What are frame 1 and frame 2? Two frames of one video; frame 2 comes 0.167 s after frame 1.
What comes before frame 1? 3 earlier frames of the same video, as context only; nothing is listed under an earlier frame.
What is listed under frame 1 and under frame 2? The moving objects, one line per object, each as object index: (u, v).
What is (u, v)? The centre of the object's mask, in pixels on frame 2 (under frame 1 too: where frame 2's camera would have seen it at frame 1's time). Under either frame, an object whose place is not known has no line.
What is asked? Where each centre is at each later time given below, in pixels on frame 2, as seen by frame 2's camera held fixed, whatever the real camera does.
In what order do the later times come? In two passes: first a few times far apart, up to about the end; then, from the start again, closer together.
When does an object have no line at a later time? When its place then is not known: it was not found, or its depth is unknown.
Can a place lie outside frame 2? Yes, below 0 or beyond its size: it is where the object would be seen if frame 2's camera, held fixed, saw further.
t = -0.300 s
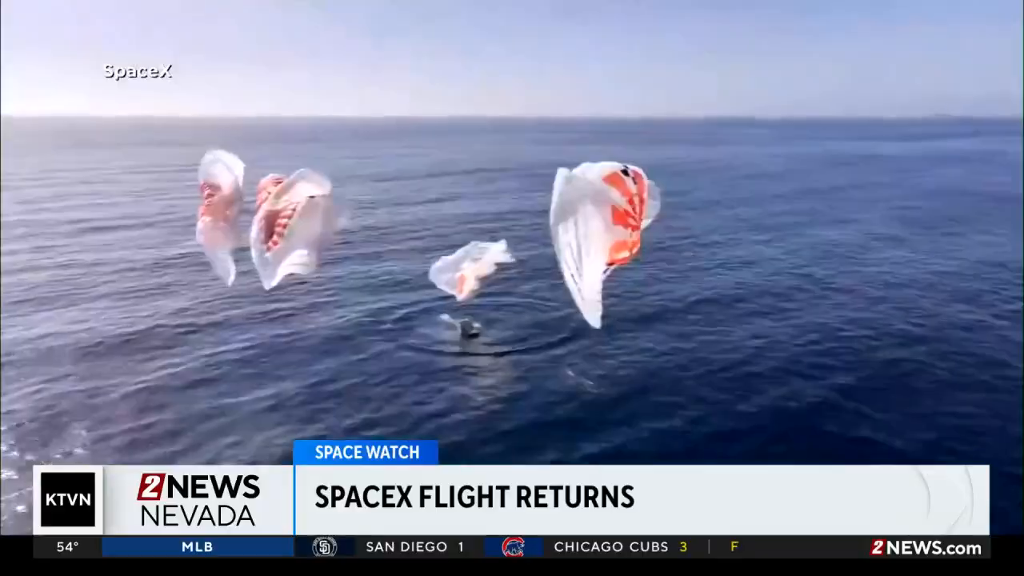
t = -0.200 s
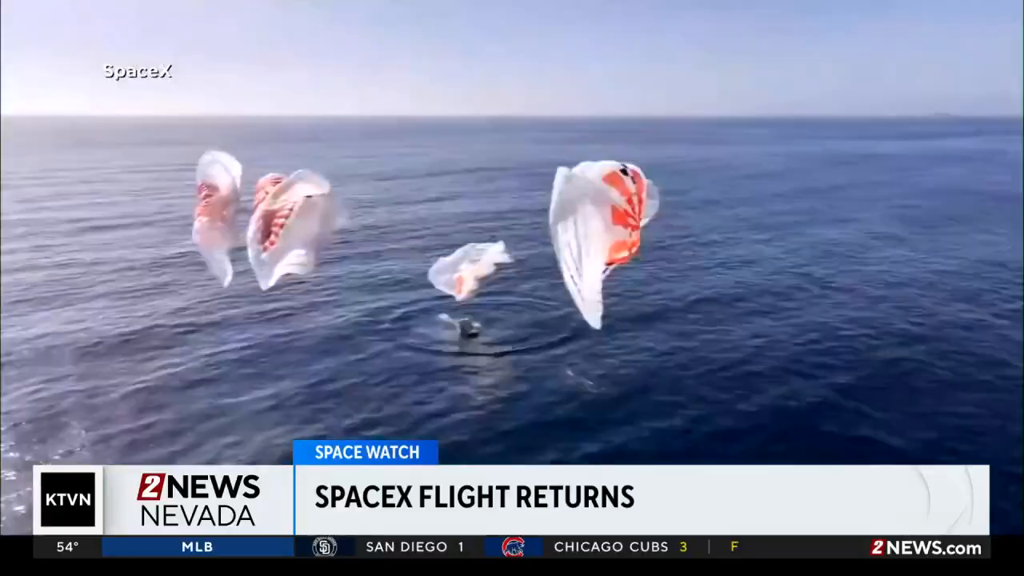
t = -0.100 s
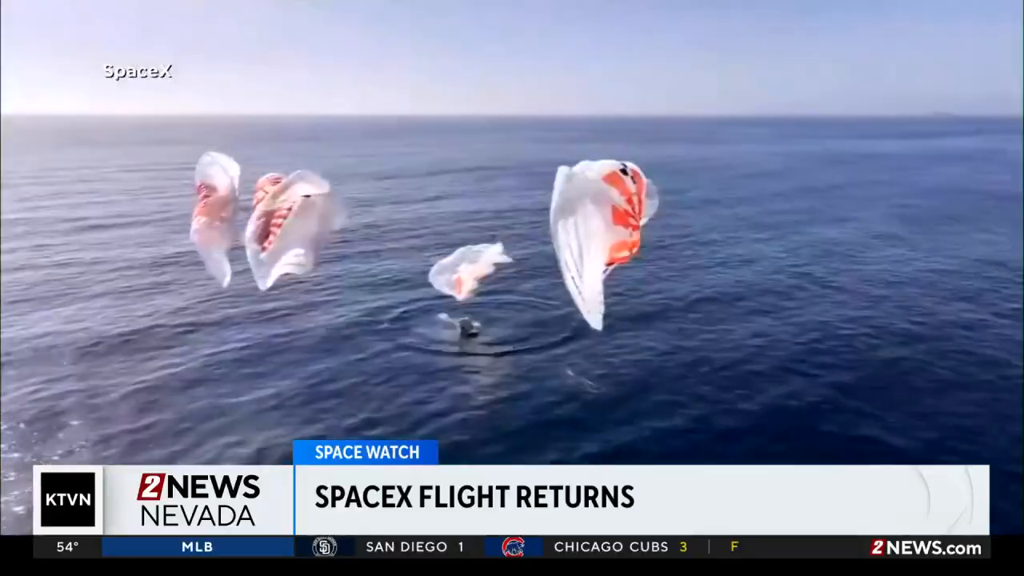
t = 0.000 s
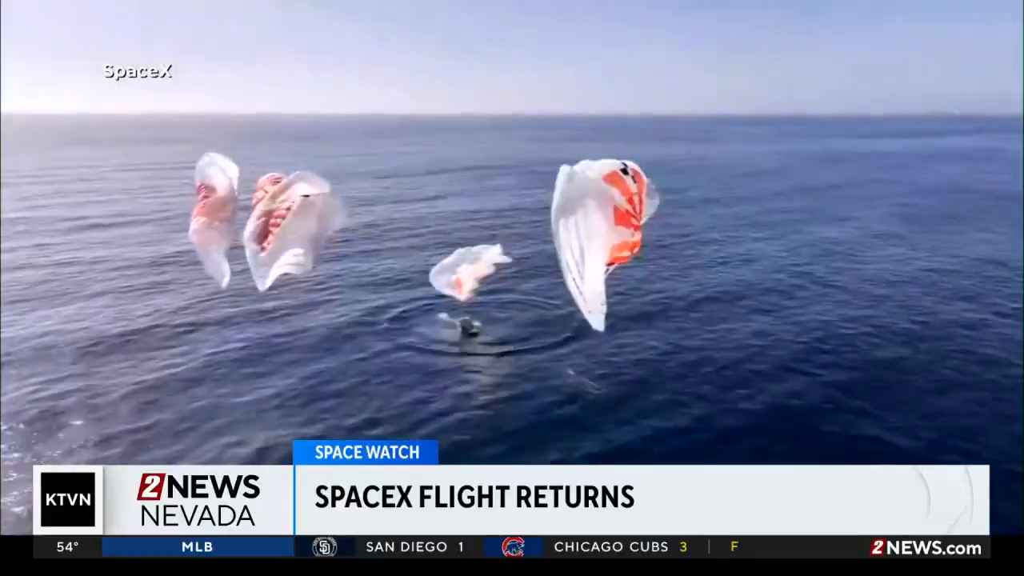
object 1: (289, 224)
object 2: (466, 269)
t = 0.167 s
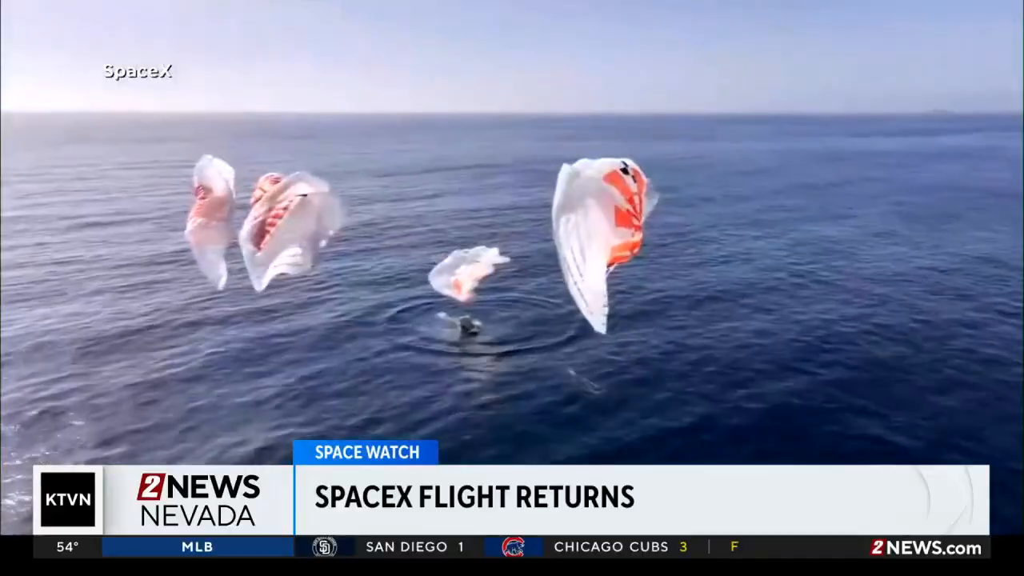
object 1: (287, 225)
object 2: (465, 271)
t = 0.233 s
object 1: (285, 226)
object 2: (463, 272)
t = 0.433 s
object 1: (284, 227)
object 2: (462, 275)
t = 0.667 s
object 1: (283, 228)
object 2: (463, 280)
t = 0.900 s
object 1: (282, 229)
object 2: (464, 284)
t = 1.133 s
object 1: (281, 230)
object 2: (466, 288)
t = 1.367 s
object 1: (280, 232)
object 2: (469, 292)
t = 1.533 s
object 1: (279, 232)
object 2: (470, 294)
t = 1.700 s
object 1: (278, 233)
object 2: (471, 296)
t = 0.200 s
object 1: (287, 226)
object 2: (464, 272)
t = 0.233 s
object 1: (285, 226)
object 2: (463, 272)
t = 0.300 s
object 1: (285, 227)
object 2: (462, 273)
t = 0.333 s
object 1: (284, 227)
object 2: (462, 274)
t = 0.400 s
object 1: (284, 227)
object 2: (462, 274)
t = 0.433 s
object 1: (284, 227)
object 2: (462, 275)
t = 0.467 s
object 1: (284, 227)
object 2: (462, 276)
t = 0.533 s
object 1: (284, 228)
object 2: (462, 277)
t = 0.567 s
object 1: (284, 228)
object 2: (462, 278)
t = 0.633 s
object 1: (283, 228)
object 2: (463, 279)
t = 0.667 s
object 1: (283, 228)
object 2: (463, 280)
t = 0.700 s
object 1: (283, 229)
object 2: (463, 281)
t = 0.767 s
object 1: (283, 229)
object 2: (464, 282)
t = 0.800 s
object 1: (283, 229)
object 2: (464, 282)
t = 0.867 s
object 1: (282, 229)
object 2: (464, 283)
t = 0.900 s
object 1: (282, 229)
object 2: (464, 284)
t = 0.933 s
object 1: (282, 230)
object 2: (465, 284)
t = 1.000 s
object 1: (282, 230)
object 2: (465, 286)
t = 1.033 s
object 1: (282, 230)
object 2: (465, 286)
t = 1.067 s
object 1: (281, 230)
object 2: (466, 287)
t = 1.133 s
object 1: (281, 230)
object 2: (466, 288)
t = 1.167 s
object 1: (281, 230)
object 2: (467, 289)
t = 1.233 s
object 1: (281, 231)
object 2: (467, 290)
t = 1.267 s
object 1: (280, 231)
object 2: (468, 291)
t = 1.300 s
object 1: (280, 231)
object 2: (468, 291)
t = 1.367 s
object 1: (280, 232)
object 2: (469, 292)
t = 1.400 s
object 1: (280, 232)
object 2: (469, 292)
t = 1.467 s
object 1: (280, 232)
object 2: (469, 293)
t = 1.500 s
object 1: (279, 232)
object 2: (470, 294)
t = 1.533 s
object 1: (279, 232)
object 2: (470, 294)
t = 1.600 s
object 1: (279, 233)
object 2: (471, 295)
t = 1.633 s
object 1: (279, 233)
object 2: (471, 295)
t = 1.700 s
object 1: (278, 233)
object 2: (471, 296)
